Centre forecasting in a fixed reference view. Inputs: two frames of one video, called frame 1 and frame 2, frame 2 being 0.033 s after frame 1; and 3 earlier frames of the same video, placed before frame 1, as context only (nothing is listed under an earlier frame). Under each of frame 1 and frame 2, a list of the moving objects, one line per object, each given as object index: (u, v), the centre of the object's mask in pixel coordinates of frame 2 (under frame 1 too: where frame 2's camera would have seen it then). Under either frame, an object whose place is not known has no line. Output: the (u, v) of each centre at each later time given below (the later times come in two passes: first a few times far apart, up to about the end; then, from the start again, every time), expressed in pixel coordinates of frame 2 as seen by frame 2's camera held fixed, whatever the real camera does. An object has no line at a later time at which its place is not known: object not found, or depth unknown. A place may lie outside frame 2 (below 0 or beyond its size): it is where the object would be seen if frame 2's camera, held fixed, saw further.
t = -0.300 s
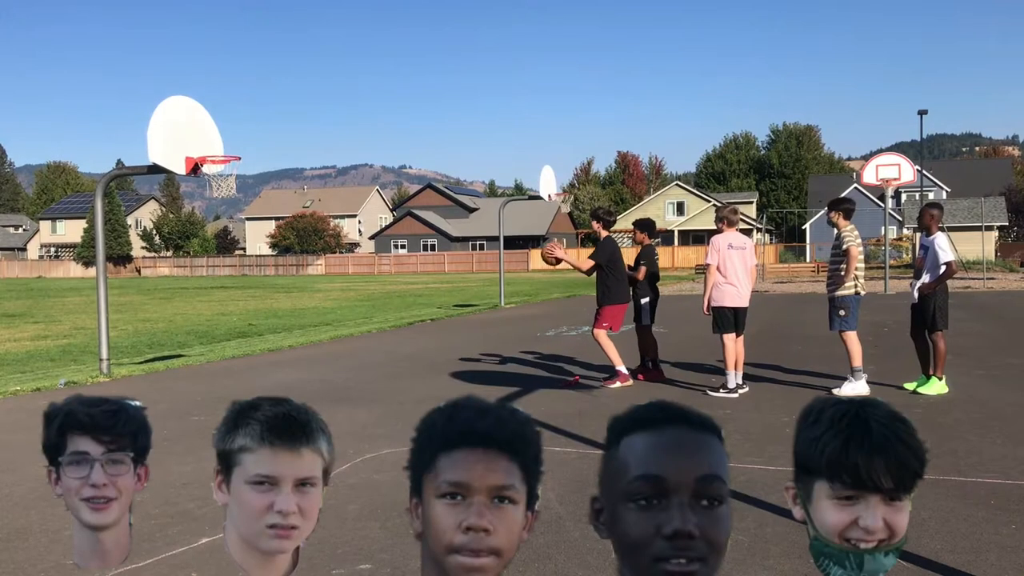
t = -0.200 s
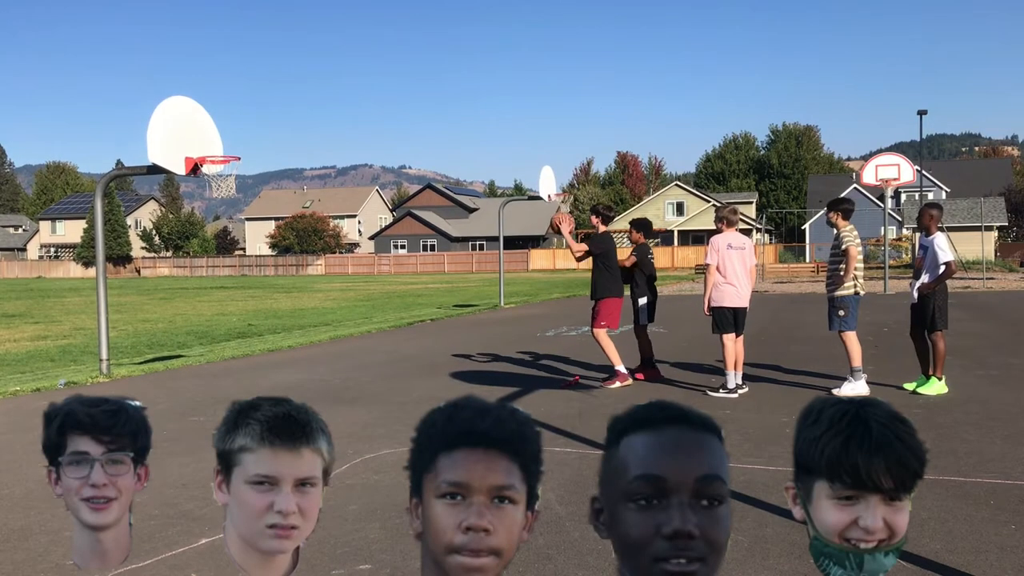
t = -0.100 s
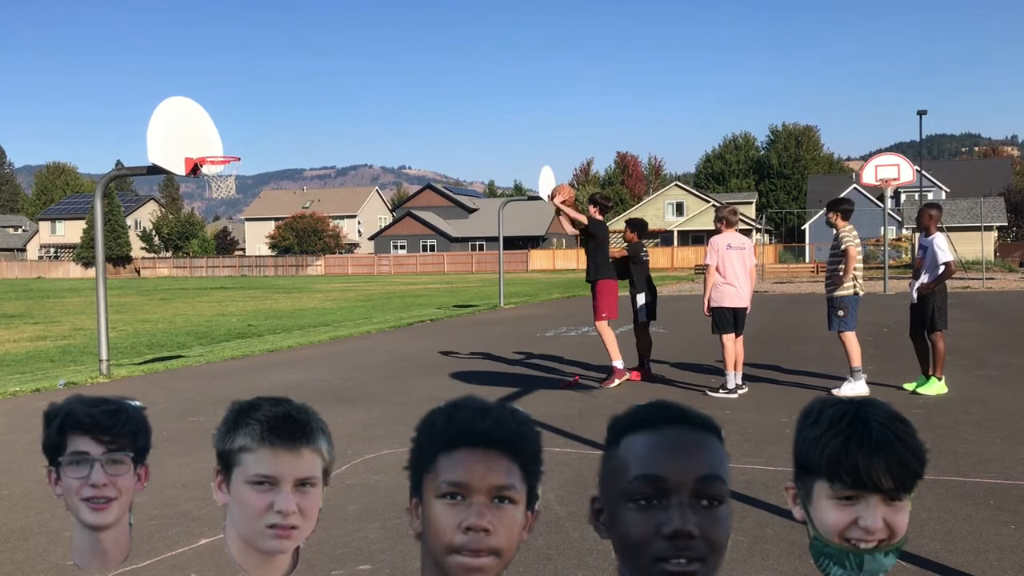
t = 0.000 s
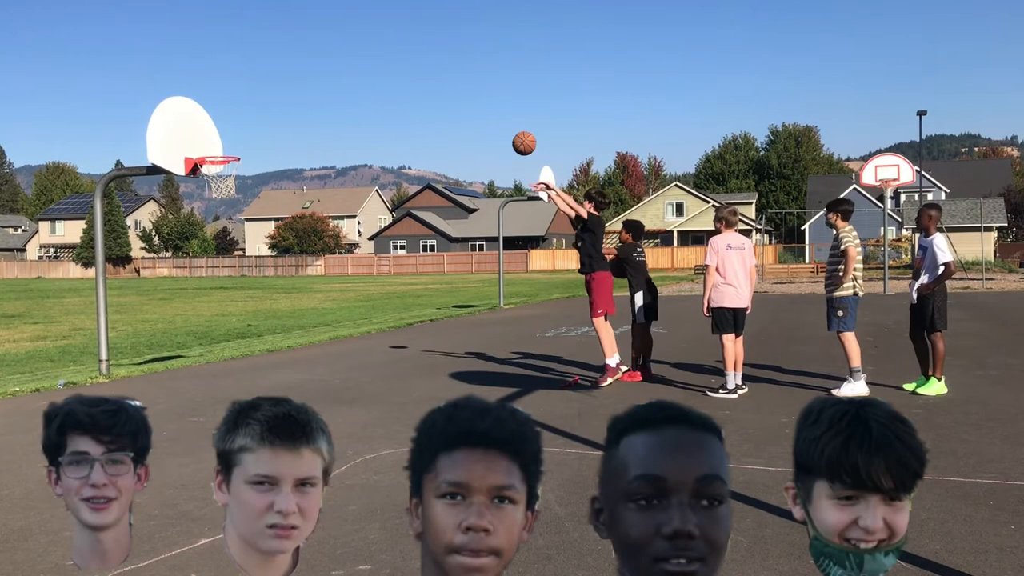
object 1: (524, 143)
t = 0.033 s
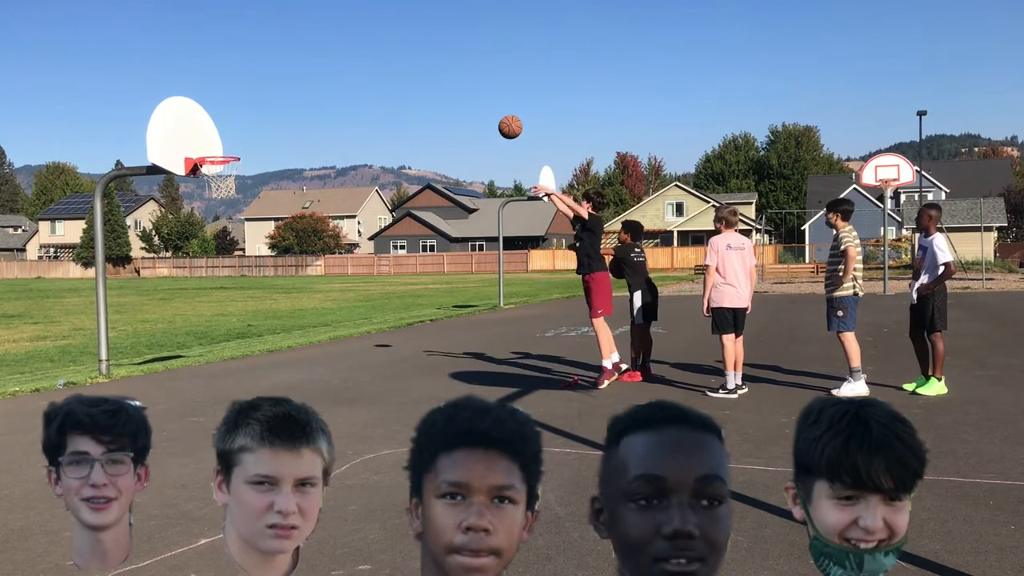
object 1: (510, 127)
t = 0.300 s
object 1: (404, 38)
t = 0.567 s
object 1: (308, 22)
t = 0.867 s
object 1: (211, 78)
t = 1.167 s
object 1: (225, 146)
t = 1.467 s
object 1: (199, 145)
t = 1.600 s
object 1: (210, 138)
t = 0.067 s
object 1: (496, 112)
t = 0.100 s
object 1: (482, 98)
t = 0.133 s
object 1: (469, 85)
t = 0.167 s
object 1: (456, 73)
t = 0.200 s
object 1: (442, 63)
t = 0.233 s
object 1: (430, 53)
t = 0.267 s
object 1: (417, 45)
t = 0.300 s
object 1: (404, 38)
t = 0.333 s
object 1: (391, 33)
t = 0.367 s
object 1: (379, 28)
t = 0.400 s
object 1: (367, 24)
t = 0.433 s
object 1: (355, 22)
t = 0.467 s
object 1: (343, 20)
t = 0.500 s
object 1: (331, 20)
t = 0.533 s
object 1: (319, 20)
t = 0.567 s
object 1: (308, 22)
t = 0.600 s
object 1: (296, 24)
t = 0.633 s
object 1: (285, 28)
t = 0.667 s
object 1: (274, 32)
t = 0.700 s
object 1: (263, 38)
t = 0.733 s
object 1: (252, 44)
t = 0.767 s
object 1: (242, 51)
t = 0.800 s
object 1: (231, 59)
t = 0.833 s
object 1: (221, 68)
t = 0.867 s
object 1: (211, 78)
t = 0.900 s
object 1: (201, 89)
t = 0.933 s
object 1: (192, 100)
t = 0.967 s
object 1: (200, 107)
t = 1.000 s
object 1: (207, 115)
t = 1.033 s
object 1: (214, 125)
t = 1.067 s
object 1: (220, 135)
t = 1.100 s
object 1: (227, 146)
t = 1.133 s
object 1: (229, 149)
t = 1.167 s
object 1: (225, 146)
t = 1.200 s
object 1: (221, 143)
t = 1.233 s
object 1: (216, 141)
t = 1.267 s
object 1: (212, 140)
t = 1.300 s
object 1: (208, 140)
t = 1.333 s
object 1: (204, 140)
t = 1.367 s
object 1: (200, 142)
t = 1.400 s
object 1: (195, 145)
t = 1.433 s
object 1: (196, 148)
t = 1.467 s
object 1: (199, 145)
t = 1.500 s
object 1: (202, 142)
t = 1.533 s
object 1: (204, 140)
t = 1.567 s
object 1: (207, 138)
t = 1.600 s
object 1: (210, 138)
